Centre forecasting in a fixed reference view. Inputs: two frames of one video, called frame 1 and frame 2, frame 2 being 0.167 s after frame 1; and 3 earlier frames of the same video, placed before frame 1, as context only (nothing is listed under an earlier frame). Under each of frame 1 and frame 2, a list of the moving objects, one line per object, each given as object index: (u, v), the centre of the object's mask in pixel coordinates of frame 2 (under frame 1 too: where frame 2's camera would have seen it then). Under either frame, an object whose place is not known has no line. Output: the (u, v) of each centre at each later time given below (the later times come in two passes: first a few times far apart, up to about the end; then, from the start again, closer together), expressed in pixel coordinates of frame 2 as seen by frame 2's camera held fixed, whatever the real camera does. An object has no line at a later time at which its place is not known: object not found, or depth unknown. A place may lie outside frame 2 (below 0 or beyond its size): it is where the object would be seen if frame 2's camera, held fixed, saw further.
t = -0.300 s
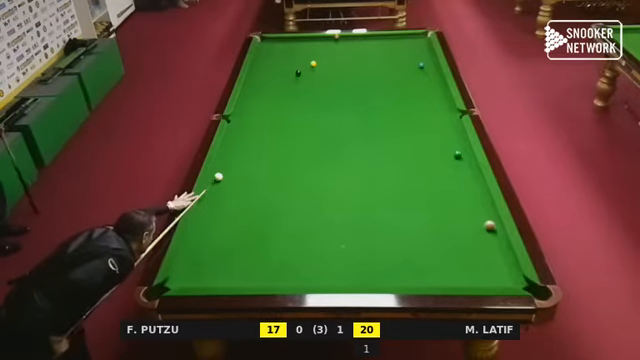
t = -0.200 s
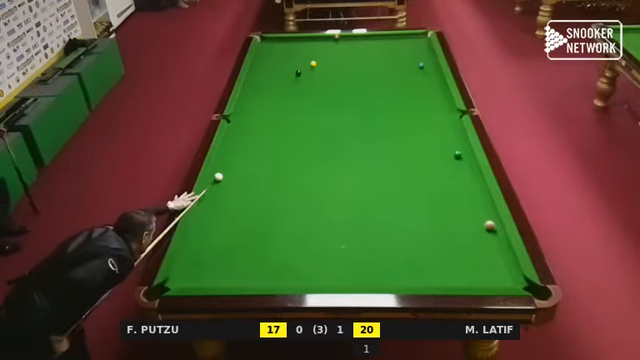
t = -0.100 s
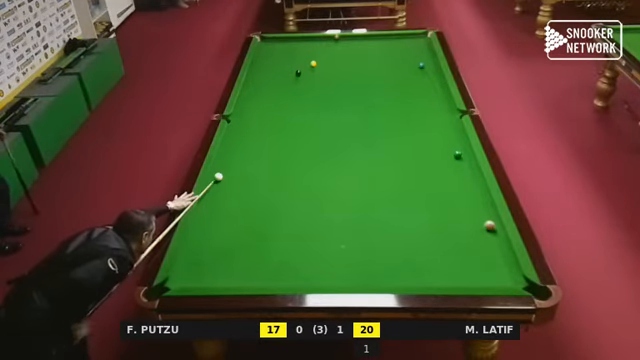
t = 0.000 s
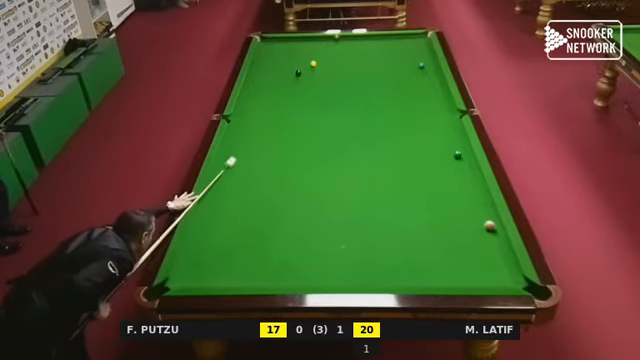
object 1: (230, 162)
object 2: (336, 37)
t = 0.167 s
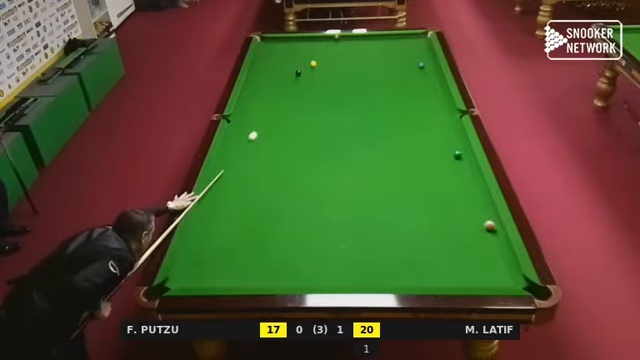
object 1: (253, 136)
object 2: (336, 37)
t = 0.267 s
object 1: (264, 122)
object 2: (336, 37)
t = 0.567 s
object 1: (292, 89)
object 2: (336, 37)
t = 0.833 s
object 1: (311, 65)
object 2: (336, 37)
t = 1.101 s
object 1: (313, 61)
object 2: (336, 37)
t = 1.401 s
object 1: (317, 56)
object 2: (339, 37)
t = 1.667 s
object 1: (320, 51)
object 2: (344, 38)
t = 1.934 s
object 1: (324, 47)
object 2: (350, 39)
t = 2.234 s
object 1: (326, 43)
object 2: (356, 41)
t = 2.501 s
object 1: (328, 40)
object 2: (360, 42)
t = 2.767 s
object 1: (331, 37)
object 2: (364, 43)
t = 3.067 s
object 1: (332, 38)
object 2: (367, 44)
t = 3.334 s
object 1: (333, 39)
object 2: (369, 44)
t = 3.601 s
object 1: (334, 41)
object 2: (371, 44)
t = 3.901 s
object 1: (334, 42)
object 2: (373, 45)
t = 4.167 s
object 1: (335, 42)
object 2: (374, 45)
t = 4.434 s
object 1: (336, 43)
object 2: (374, 45)
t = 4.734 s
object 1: (336, 43)
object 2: (374, 45)
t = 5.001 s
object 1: (336, 43)
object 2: (374, 45)
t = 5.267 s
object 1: (336, 43)
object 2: (374, 45)
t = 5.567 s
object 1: (336, 43)
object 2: (374, 45)
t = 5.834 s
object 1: (336, 43)
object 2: (374, 45)
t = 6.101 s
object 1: (336, 43)
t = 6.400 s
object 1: (336, 43)
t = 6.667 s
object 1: (336, 43)
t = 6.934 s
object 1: (336, 43)
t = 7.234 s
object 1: (336, 43)
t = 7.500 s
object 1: (336, 43)
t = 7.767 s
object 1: (336, 43)
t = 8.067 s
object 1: (336, 43)
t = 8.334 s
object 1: (336, 43)
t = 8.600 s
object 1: (336, 43)
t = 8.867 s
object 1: (336, 43)
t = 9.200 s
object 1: (336, 43)
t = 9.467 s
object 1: (336, 43)
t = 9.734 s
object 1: (336, 43)
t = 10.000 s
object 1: (336, 43)
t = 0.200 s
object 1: (256, 131)
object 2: (336, 37)
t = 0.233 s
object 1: (260, 127)
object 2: (336, 37)
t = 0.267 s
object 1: (264, 122)
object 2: (336, 37)
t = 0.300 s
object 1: (267, 118)
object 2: (336, 37)
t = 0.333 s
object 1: (270, 114)
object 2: (336, 37)
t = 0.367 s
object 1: (274, 110)
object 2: (336, 37)
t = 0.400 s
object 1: (277, 106)
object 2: (336, 37)
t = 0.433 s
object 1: (280, 103)
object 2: (336, 37)
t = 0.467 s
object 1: (283, 99)
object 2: (336, 37)
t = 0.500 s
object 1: (286, 95)
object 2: (336, 37)
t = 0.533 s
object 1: (289, 92)
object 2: (336, 37)
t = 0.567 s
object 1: (292, 89)
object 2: (336, 37)
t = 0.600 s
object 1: (295, 85)
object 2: (336, 37)
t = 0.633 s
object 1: (297, 82)
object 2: (336, 37)
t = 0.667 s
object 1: (300, 79)
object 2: (336, 37)
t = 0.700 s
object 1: (302, 76)
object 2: (336, 37)
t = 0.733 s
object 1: (305, 73)
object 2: (336, 37)
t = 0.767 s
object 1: (307, 70)
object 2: (336, 37)
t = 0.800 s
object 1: (309, 67)
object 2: (336, 37)
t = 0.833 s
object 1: (311, 65)
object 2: (336, 37)
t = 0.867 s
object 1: (311, 65)
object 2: (336, 37)
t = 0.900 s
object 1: (311, 65)
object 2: (336, 37)
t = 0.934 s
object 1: (311, 65)
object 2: (336, 37)
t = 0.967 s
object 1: (312, 64)
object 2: (336, 37)
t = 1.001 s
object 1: (312, 63)
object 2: (336, 37)
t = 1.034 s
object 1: (312, 63)
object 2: (336, 37)
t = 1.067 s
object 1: (313, 62)
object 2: (336, 37)
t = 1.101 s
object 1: (313, 61)
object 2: (336, 37)
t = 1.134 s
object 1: (314, 61)
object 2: (336, 37)
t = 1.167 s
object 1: (314, 60)
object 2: (336, 37)
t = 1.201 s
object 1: (315, 59)
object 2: (336, 37)
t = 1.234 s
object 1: (315, 59)
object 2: (337, 37)
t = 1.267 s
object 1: (316, 58)
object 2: (337, 36)
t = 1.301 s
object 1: (316, 57)
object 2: (338, 36)
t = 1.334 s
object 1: (316, 57)
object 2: (338, 36)
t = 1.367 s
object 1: (317, 56)
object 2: (339, 37)
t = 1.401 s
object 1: (317, 56)
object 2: (339, 37)
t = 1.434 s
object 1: (318, 55)
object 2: (340, 37)
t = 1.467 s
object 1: (318, 55)
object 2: (340, 37)
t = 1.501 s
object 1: (319, 54)
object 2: (341, 37)
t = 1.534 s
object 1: (319, 53)
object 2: (342, 37)
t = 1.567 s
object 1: (319, 53)
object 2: (342, 37)
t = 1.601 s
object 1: (320, 52)
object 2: (343, 38)
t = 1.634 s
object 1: (320, 52)
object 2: (344, 38)
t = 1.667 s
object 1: (320, 51)
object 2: (344, 38)
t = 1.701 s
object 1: (321, 51)
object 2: (346, 38)
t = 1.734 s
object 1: (321, 50)
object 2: (346, 38)
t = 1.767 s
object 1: (322, 50)
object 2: (347, 39)
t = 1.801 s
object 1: (322, 49)
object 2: (347, 39)
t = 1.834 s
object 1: (322, 49)
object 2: (348, 39)
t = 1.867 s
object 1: (323, 48)
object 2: (349, 39)
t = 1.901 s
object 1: (323, 48)
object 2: (350, 40)
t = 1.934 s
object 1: (324, 47)
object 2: (350, 39)
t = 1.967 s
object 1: (324, 47)
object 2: (351, 39)
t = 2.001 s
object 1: (324, 46)
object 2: (352, 40)
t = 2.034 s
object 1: (324, 46)
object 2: (352, 40)
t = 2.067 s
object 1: (325, 46)
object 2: (352, 40)
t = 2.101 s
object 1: (325, 45)
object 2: (353, 40)
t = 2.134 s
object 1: (325, 45)
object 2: (354, 40)
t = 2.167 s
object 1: (326, 44)
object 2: (355, 40)
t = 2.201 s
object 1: (326, 44)
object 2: (355, 41)
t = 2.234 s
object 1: (326, 43)
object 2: (356, 41)
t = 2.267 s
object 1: (327, 43)
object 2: (356, 41)
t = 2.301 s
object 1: (327, 43)
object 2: (357, 41)
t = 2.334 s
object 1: (327, 42)
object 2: (357, 42)
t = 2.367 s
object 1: (327, 42)
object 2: (358, 42)
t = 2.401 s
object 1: (328, 41)
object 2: (358, 42)
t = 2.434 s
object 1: (328, 41)
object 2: (358, 42)
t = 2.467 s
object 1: (328, 41)
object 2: (360, 42)
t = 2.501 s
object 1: (328, 40)
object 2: (360, 42)
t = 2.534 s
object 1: (329, 40)
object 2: (361, 42)
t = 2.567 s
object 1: (329, 39)
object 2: (361, 42)
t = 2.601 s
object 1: (329, 39)
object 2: (362, 43)
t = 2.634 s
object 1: (330, 39)
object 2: (362, 43)
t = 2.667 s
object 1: (330, 38)
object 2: (363, 43)
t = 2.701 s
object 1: (330, 38)
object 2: (363, 43)
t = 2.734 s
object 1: (330, 38)
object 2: (363, 43)
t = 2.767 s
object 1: (331, 37)
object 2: (364, 43)
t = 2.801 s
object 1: (331, 37)
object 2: (364, 43)
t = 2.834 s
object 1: (331, 37)
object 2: (365, 43)
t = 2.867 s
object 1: (331, 37)
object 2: (365, 43)
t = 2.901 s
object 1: (331, 37)
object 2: (365, 43)
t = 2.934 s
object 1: (331, 37)
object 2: (365, 43)
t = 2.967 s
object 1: (332, 37)
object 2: (366, 43)
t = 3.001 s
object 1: (332, 37)
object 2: (366, 43)
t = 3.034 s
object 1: (332, 38)
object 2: (366, 44)
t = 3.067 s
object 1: (332, 38)
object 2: (367, 44)
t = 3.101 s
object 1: (332, 38)
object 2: (367, 44)
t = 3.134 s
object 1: (332, 38)
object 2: (368, 44)
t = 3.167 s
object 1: (332, 38)
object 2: (368, 44)
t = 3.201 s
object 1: (332, 38)
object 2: (369, 44)
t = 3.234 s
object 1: (332, 38)
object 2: (369, 44)
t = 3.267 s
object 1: (333, 39)
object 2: (369, 44)
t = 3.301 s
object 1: (333, 39)
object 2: (369, 44)
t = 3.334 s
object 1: (333, 39)
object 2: (369, 44)
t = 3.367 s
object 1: (333, 40)
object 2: (370, 44)
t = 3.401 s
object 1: (333, 40)
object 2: (370, 44)
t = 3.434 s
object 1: (333, 40)
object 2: (370, 44)
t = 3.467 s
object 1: (333, 40)
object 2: (371, 45)
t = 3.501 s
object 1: (333, 40)
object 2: (371, 45)
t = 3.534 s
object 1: (333, 40)
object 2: (371, 45)
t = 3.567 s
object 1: (334, 41)
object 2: (371, 45)
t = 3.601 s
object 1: (334, 41)
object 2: (371, 44)
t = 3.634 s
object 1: (334, 41)
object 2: (371, 44)
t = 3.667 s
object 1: (334, 41)
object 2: (371, 45)
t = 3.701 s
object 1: (334, 41)
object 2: (372, 45)
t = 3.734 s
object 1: (334, 41)
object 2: (373, 45)
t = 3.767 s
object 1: (334, 41)
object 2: (373, 45)
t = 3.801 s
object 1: (334, 41)
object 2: (372, 45)
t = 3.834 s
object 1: (334, 42)
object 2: (373, 45)
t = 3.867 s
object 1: (334, 42)
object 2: (373, 45)
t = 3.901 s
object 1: (334, 42)
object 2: (373, 45)
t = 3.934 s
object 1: (334, 42)
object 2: (373, 45)
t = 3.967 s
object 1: (335, 42)
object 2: (373, 45)
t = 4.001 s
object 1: (335, 42)
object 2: (373, 45)
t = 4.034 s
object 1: (335, 42)
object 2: (373, 45)
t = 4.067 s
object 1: (335, 43)
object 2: (373, 45)
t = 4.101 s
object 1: (335, 42)
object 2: (374, 45)
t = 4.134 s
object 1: (335, 42)
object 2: (374, 45)
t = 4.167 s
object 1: (335, 42)
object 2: (374, 45)
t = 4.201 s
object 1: (335, 43)
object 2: (374, 45)
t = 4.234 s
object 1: (335, 43)
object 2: (374, 45)
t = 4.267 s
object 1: (335, 43)
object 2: (374, 45)
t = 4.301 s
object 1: (336, 43)
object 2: (374, 45)
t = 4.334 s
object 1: (336, 43)
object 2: (374, 45)
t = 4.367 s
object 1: (336, 43)
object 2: (374, 45)
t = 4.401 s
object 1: (336, 43)
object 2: (374, 45)
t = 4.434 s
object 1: (336, 43)
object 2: (374, 45)
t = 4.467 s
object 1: (336, 43)
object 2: (374, 45)
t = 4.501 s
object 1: (336, 43)
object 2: (374, 45)
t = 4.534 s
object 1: (336, 43)
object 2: (374, 45)
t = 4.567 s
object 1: (336, 43)
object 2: (374, 45)
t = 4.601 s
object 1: (336, 43)
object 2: (374, 45)
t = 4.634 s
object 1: (336, 43)
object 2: (374, 45)
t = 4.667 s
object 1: (336, 43)
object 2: (374, 45)
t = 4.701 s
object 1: (336, 43)
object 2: (374, 45)
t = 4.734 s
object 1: (336, 43)
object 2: (374, 45)
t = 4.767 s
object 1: (336, 43)
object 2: (374, 45)
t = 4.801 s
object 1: (336, 43)
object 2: (374, 45)
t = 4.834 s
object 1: (336, 43)
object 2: (374, 45)
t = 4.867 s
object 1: (336, 43)
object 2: (374, 45)
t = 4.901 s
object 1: (336, 43)
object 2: (374, 45)
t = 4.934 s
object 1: (336, 43)
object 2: (374, 45)
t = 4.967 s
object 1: (336, 43)
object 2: (374, 45)
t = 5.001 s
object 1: (336, 43)
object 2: (374, 45)
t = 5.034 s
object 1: (336, 43)
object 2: (374, 45)
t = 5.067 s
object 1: (336, 43)
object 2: (374, 45)
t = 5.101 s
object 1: (336, 43)
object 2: (374, 45)
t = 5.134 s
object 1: (336, 43)
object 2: (374, 45)
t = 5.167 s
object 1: (336, 43)
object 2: (374, 45)
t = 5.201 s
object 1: (336, 43)
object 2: (374, 45)
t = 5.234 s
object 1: (336, 43)
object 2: (374, 45)
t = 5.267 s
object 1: (336, 43)
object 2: (374, 45)
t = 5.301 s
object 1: (336, 43)
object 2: (374, 45)
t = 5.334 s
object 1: (336, 43)
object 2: (374, 45)
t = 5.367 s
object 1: (336, 43)
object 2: (374, 45)
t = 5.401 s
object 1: (336, 43)
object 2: (374, 45)
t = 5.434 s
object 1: (336, 43)
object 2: (374, 45)
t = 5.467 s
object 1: (336, 43)
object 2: (374, 45)
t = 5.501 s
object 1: (336, 43)
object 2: (374, 45)
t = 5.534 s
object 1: (336, 43)
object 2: (374, 45)
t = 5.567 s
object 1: (336, 43)
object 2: (374, 45)
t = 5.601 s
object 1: (336, 43)
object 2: (374, 45)
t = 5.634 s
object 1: (336, 43)
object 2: (374, 45)
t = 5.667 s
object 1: (336, 43)
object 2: (374, 45)
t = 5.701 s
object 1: (336, 43)
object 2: (374, 45)
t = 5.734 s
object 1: (336, 43)
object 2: (374, 45)
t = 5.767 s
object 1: (336, 43)
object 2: (374, 45)
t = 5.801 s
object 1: (336, 43)
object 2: (374, 45)
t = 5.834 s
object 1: (336, 43)
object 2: (374, 45)
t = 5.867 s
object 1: (336, 43)
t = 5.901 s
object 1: (336, 43)
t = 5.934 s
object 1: (336, 43)
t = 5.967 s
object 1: (336, 43)
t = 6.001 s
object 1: (336, 43)
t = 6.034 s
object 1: (336, 43)
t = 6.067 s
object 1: (336, 43)
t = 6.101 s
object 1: (336, 43)
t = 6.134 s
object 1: (336, 43)
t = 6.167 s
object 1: (336, 43)
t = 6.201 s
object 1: (336, 43)
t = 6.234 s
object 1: (336, 43)
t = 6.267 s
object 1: (336, 43)
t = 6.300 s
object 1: (336, 43)
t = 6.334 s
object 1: (336, 43)
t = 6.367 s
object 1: (336, 43)
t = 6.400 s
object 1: (336, 43)
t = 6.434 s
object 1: (336, 43)
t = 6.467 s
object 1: (336, 43)
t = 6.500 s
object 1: (336, 43)
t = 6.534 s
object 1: (336, 43)
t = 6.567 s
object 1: (336, 43)
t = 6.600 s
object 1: (336, 43)
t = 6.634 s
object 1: (336, 43)
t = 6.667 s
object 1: (336, 43)
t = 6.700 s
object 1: (336, 43)
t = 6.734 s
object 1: (336, 43)
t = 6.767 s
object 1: (336, 43)
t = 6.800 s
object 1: (336, 43)
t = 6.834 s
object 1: (336, 43)
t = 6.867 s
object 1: (336, 43)
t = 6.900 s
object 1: (336, 43)
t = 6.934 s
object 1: (336, 43)
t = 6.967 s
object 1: (336, 43)
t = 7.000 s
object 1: (336, 43)
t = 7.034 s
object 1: (336, 43)
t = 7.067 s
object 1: (336, 43)
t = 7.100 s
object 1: (336, 43)
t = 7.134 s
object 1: (336, 43)
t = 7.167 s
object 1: (336, 43)
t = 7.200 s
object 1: (336, 43)
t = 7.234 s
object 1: (336, 43)
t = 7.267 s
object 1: (336, 43)
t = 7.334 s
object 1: (336, 43)
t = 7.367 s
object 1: (336, 43)
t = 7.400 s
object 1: (336, 43)
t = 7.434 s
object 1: (336, 43)
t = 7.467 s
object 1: (336, 43)
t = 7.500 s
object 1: (336, 43)
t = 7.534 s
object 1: (336, 43)
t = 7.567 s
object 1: (336, 43)
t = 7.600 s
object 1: (336, 43)
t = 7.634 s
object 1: (336, 43)
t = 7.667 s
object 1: (336, 43)
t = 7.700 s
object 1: (336, 43)
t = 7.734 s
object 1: (336, 43)
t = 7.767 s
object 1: (336, 43)
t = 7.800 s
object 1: (336, 43)
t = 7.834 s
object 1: (336, 43)
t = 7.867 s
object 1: (336, 43)
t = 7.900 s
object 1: (336, 43)
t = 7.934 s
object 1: (336, 43)
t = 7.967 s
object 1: (336, 43)
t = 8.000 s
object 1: (336, 43)
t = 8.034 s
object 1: (336, 43)
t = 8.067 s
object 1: (336, 43)
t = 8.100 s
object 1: (336, 43)
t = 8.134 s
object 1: (336, 43)
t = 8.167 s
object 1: (336, 43)
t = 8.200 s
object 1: (336, 43)
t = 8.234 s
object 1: (336, 43)
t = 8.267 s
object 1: (337, 43)
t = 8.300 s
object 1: (336, 43)
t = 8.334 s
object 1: (336, 43)
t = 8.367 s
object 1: (336, 43)
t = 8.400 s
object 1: (336, 43)
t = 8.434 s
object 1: (336, 43)
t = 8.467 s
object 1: (336, 43)
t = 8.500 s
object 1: (336, 43)
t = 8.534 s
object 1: (336, 43)
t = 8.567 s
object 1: (336, 43)
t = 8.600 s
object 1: (336, 43)
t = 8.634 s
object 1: (336, 43)
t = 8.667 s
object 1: (336, 43)
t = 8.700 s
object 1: (336, 43)
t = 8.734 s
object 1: (336, 43)
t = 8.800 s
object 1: (336, 43)
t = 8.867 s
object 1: (336, 43)
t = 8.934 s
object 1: (336, 43)
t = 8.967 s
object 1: (336, 43)
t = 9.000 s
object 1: (336, 43)
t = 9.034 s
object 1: (336, 43)
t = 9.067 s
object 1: (336, 43)
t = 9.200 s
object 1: (336, 43)
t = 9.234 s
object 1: (336, 43)
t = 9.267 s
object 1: (336, 43)
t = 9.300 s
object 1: (336, 43)
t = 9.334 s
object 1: (336, 43)
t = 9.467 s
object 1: (336, 43)
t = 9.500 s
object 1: (336, 43)
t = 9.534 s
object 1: (336, 43)
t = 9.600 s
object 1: (336, 43)
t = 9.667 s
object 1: (336, 43)
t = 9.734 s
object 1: (336, 43)
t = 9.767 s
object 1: (336, 43)
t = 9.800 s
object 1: (336, 43)
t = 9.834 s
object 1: (336, 43)
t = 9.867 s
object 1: (336, 43)
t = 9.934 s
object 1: (336, 43)
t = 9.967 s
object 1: (336, 43)
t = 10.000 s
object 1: (336, 43)
